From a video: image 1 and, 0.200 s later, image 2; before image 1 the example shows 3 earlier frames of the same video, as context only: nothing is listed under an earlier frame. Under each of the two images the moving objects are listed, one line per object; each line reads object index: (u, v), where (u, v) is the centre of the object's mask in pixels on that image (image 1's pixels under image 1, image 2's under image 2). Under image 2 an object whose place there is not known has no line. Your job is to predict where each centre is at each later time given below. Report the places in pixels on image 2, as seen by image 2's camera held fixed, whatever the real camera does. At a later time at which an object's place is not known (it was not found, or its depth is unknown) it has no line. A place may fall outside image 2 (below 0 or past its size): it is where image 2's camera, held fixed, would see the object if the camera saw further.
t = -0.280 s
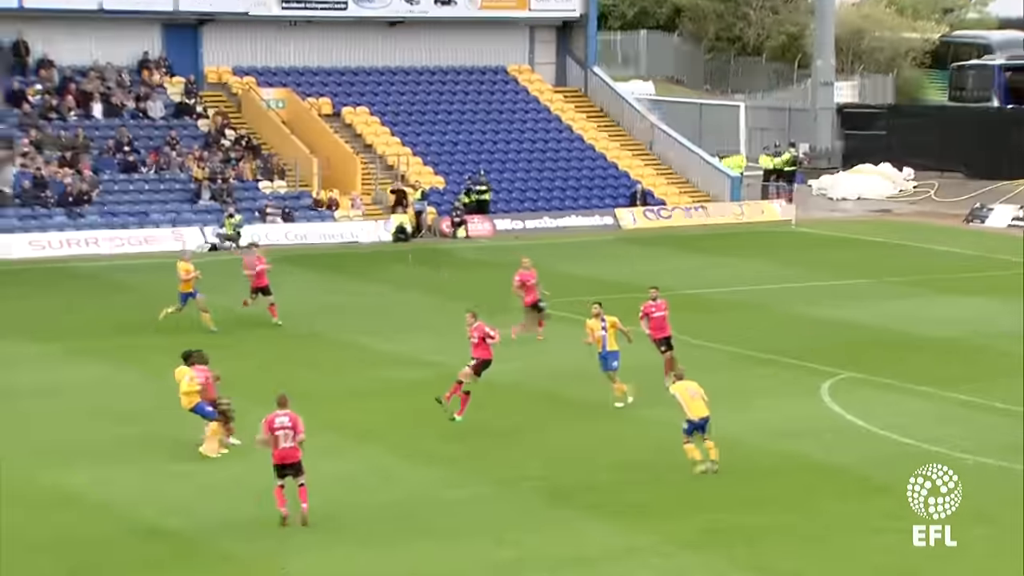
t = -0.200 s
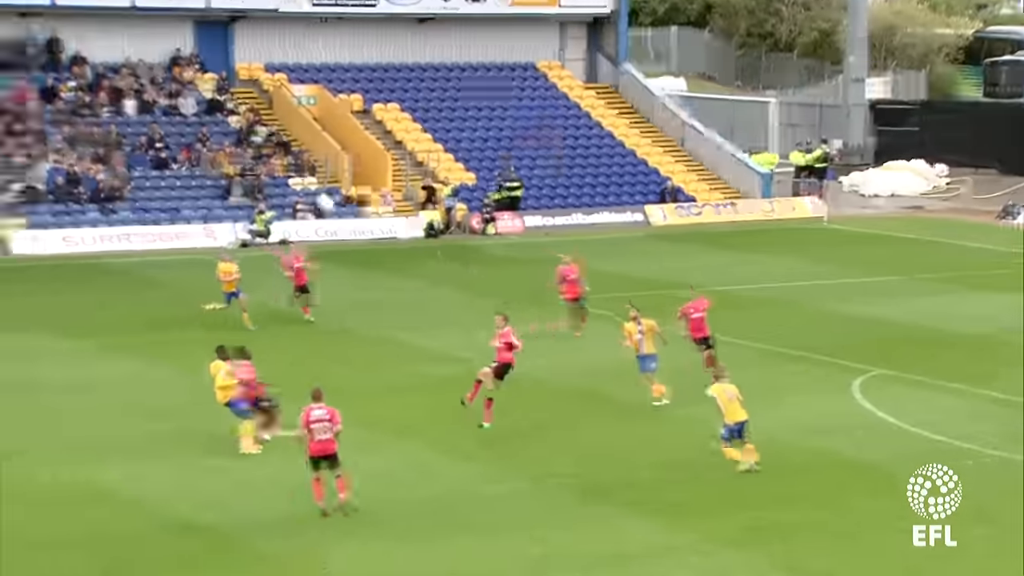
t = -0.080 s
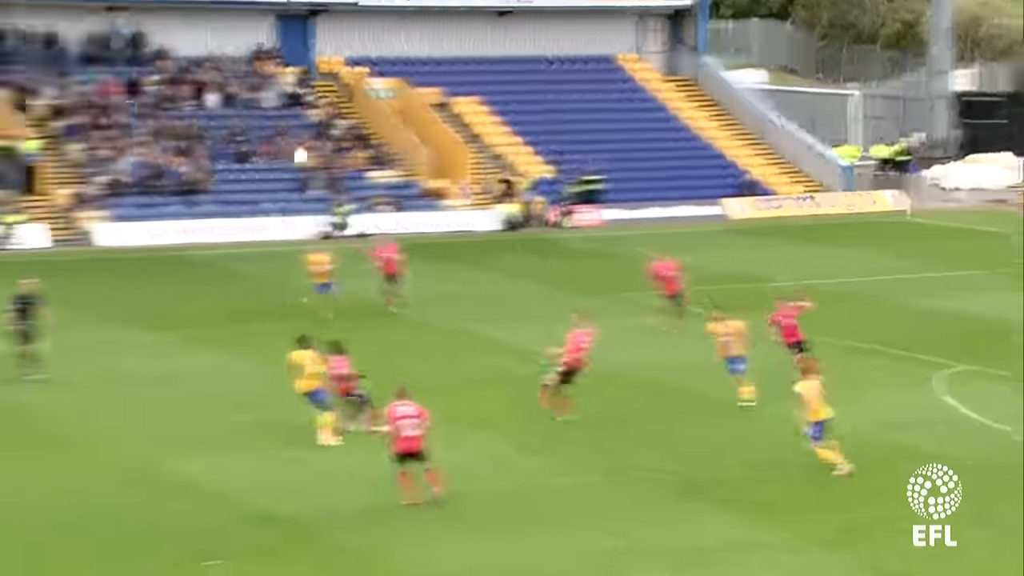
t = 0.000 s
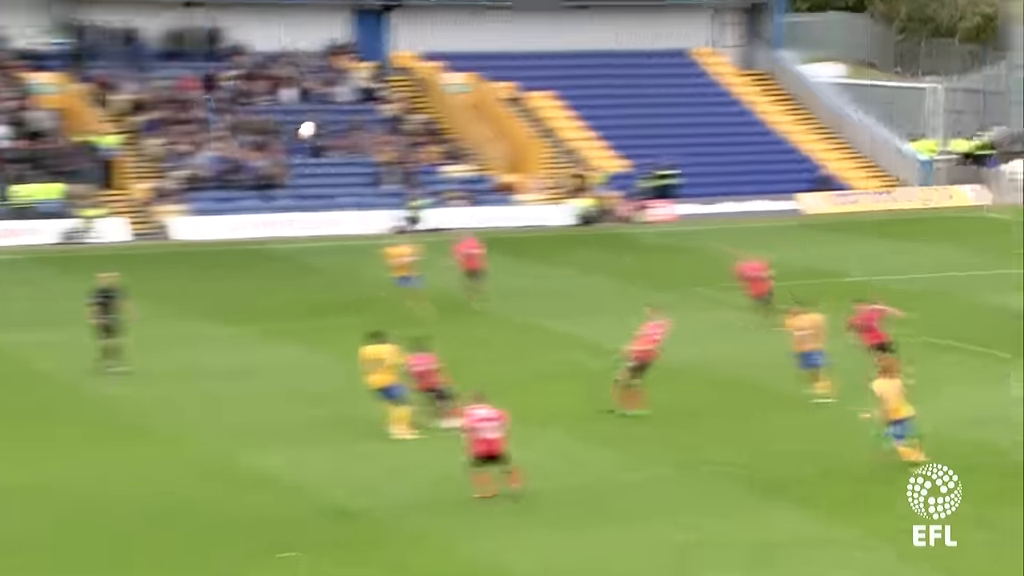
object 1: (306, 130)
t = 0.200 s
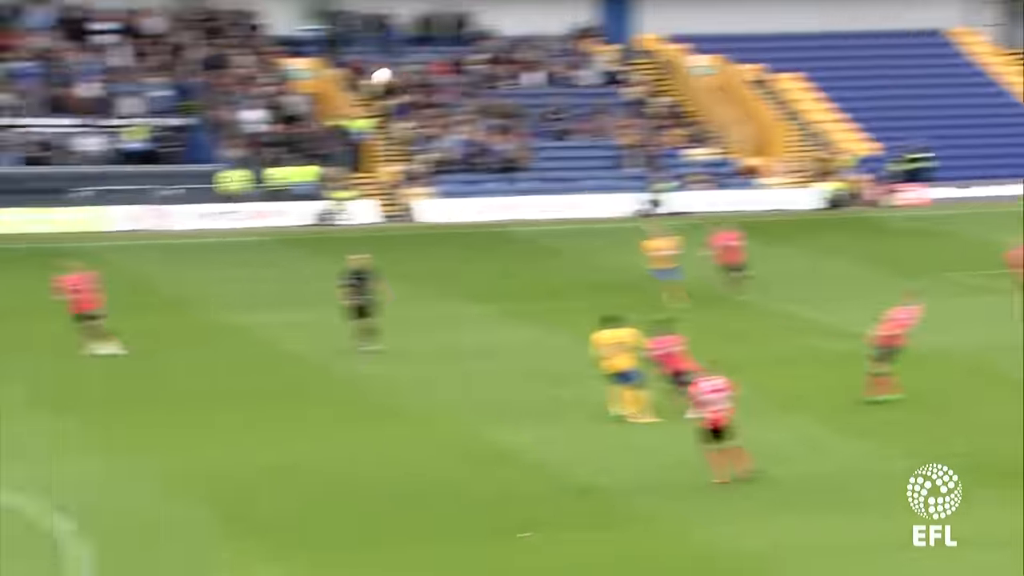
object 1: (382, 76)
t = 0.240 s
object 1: (350, 73)
